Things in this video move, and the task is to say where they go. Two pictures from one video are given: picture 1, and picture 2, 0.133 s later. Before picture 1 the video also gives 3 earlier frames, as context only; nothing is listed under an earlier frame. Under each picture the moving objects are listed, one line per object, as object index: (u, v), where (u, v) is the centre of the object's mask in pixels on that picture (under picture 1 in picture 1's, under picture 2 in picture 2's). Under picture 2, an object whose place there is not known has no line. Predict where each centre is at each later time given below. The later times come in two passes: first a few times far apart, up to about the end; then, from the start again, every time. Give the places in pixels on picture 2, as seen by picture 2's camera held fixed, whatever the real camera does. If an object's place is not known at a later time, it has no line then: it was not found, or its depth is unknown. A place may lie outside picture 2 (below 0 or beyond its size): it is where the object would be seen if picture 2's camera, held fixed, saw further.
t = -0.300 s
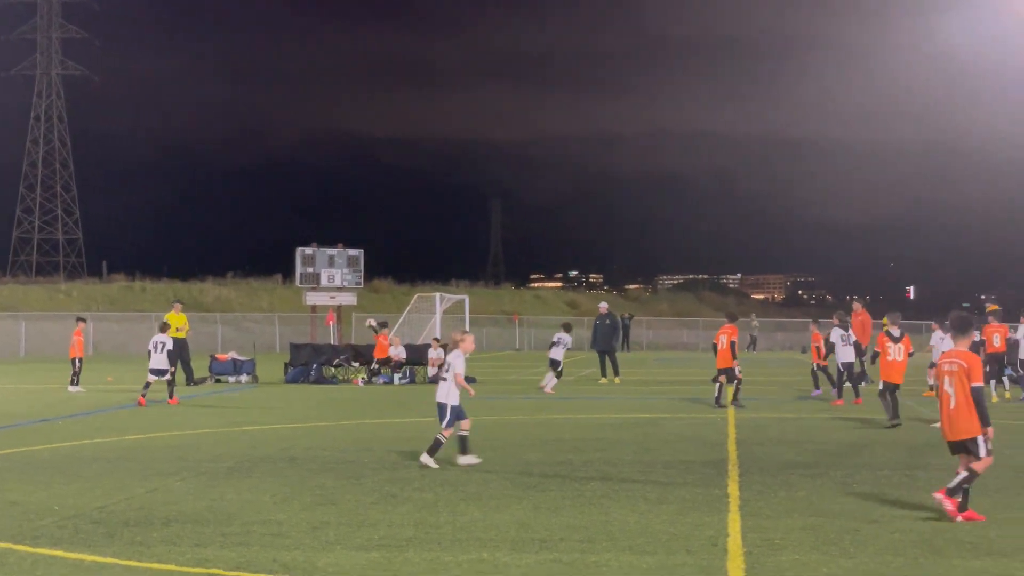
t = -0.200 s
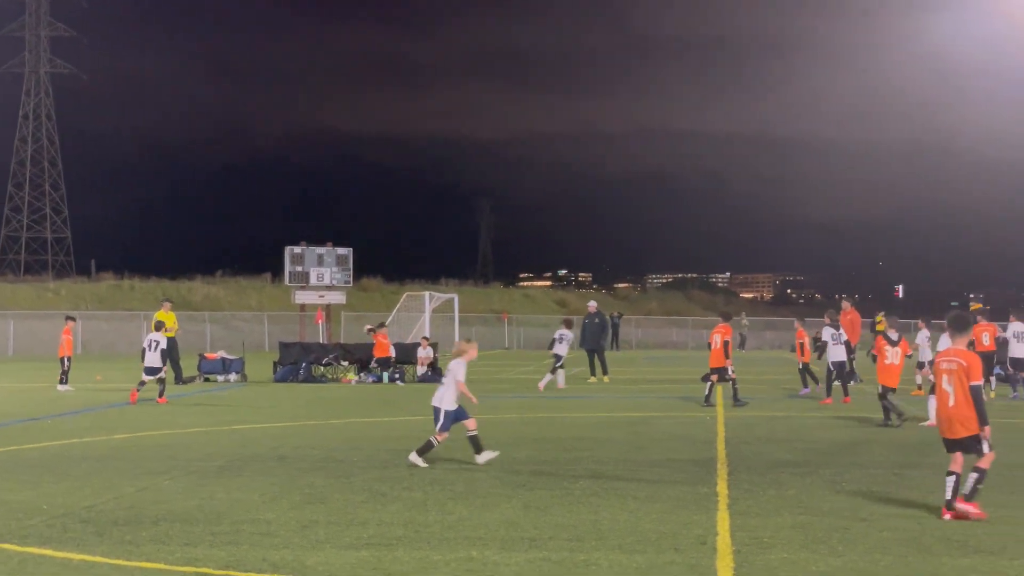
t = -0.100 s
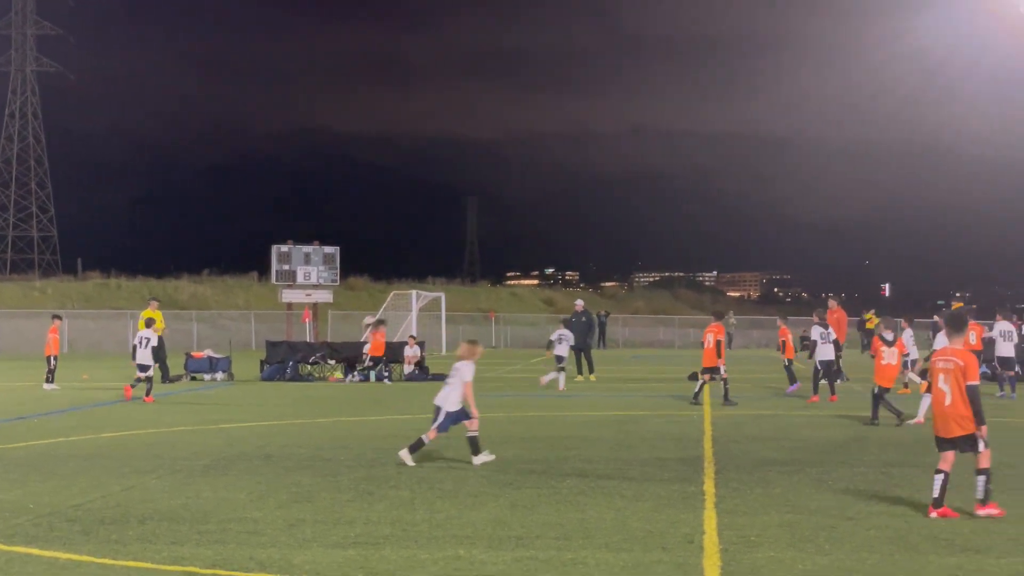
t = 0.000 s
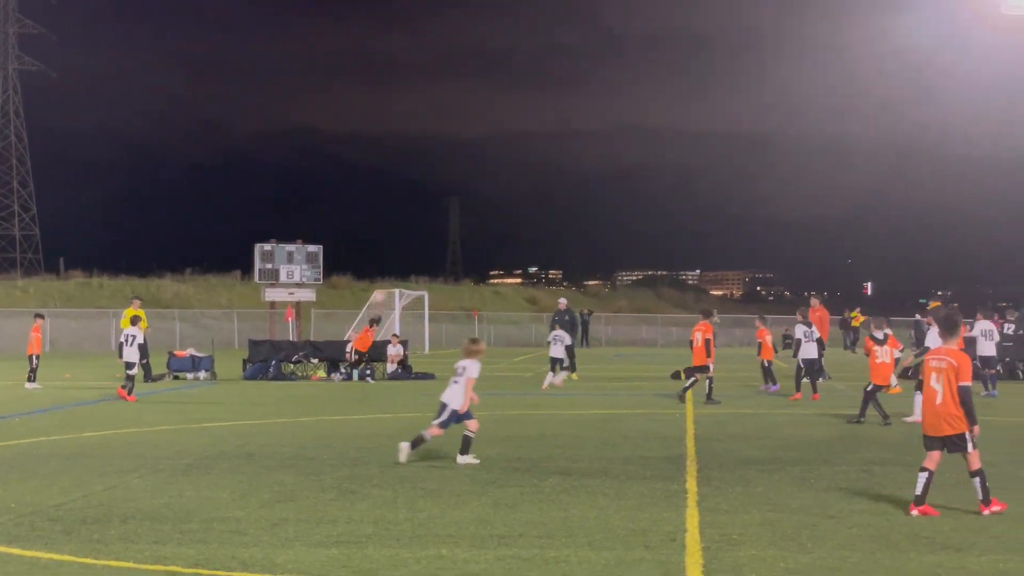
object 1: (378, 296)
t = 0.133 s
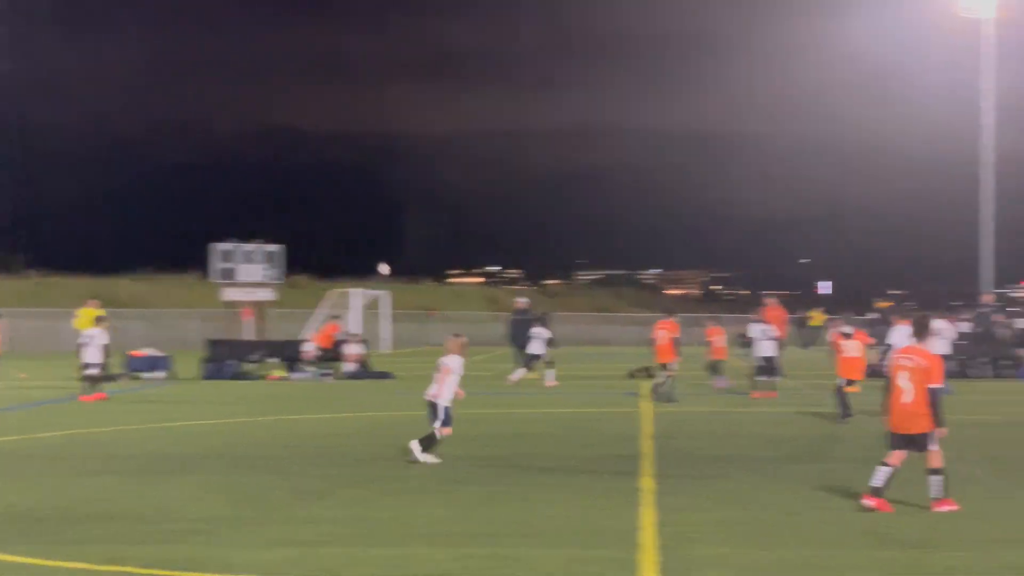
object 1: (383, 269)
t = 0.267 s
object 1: (429, 253)
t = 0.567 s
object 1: (532, 247)
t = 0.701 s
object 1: (577, 260)
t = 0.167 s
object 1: (395, 264)
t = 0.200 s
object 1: (407, 259)
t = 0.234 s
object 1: (418, 256)
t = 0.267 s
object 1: (429, 253)
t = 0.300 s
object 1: (440, 250)
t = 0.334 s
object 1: (452, 248)
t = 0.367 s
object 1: (463, 246)
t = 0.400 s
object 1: (475, 245)
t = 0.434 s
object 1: (486, 244)
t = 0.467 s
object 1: (497, 244)
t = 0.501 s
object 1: (508, 245)
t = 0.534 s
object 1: (520, 246)
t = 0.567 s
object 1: (532, 247)
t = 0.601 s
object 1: (543, 250)
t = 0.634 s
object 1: (554, 252)
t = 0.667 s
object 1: (566, 256)
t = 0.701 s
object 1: (577, 260)
